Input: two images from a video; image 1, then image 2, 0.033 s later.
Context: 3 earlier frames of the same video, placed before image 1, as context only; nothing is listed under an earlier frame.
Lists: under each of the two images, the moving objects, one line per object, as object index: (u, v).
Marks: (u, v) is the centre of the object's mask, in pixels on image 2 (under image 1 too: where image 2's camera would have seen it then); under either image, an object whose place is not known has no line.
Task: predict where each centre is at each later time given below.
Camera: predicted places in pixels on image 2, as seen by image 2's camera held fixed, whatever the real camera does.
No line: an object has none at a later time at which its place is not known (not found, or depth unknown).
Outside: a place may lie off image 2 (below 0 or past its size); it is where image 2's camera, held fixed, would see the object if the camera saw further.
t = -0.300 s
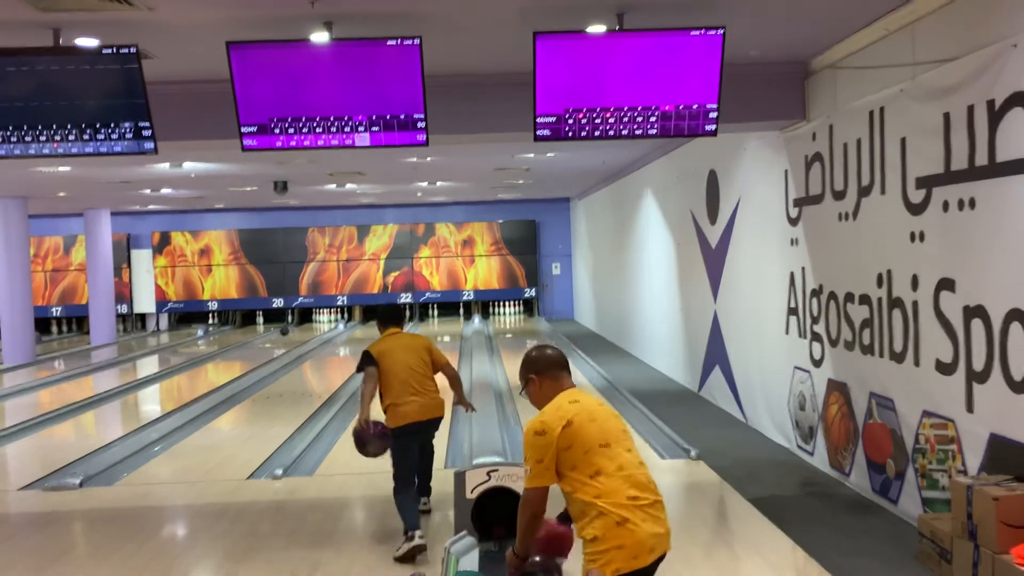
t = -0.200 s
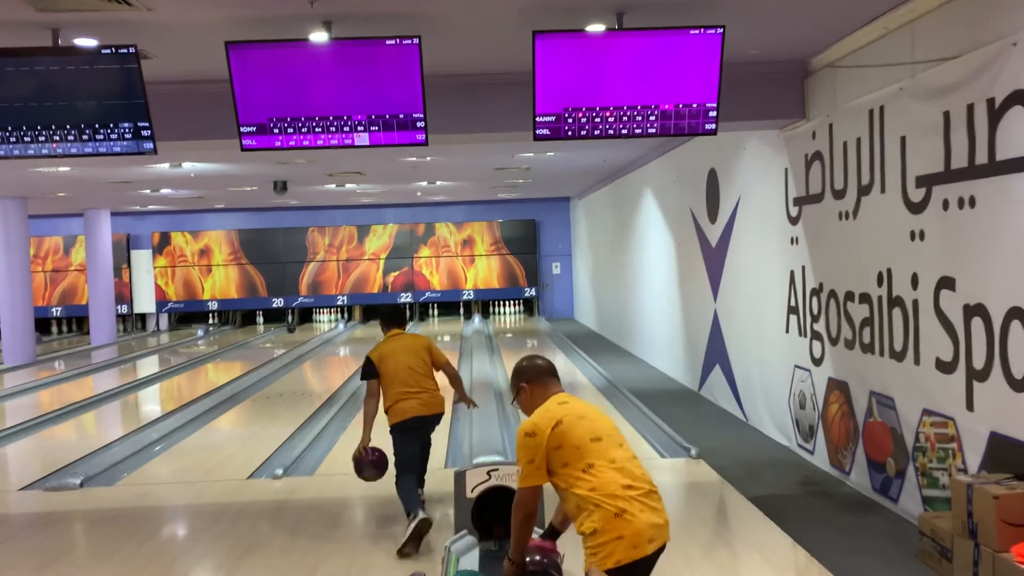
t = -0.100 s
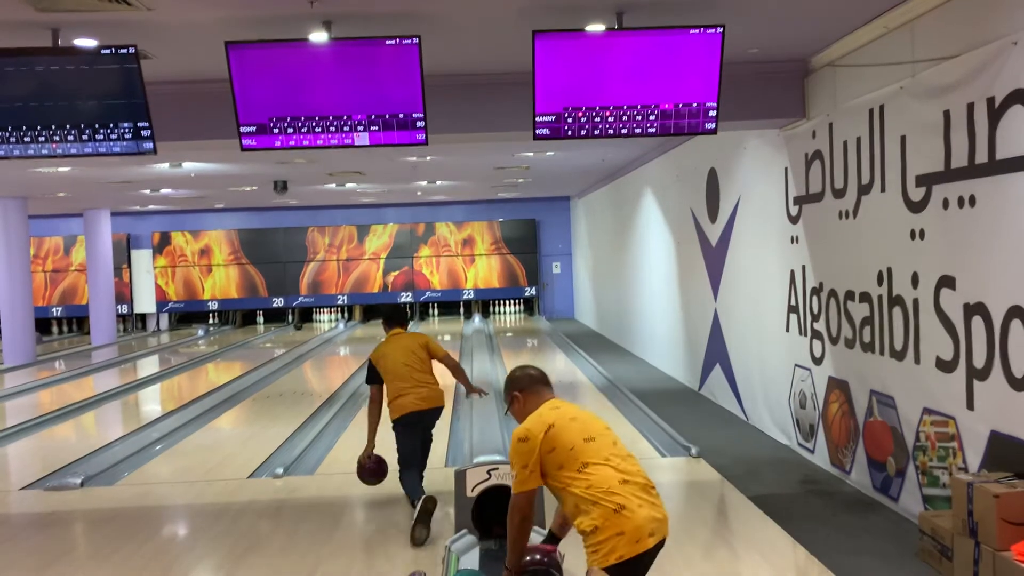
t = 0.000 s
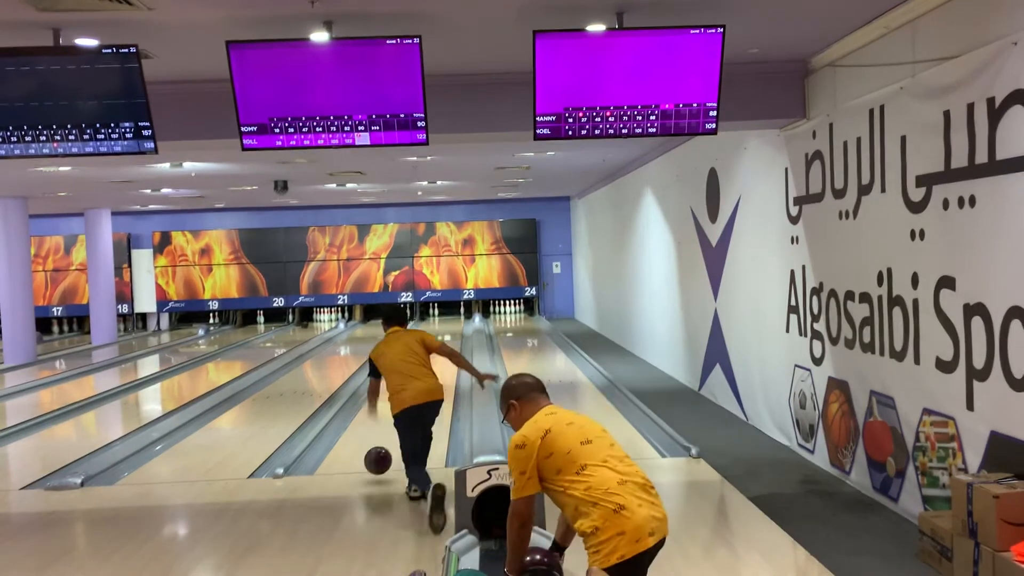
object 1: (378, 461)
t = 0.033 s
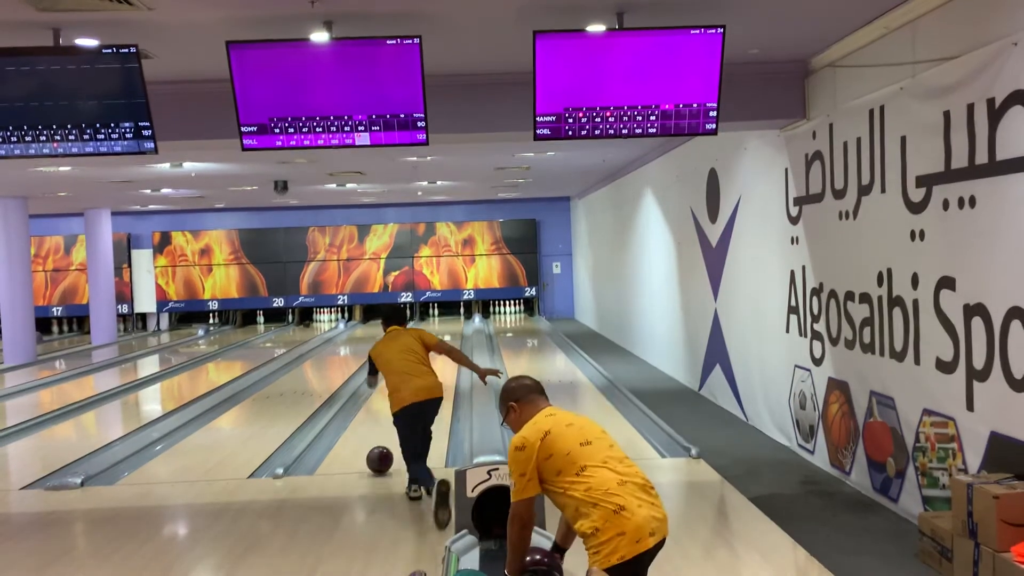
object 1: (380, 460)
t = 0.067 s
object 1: (381, 453)
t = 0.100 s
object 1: (383, 447)
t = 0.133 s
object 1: (384, 442)
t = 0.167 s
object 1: (385, 437)
